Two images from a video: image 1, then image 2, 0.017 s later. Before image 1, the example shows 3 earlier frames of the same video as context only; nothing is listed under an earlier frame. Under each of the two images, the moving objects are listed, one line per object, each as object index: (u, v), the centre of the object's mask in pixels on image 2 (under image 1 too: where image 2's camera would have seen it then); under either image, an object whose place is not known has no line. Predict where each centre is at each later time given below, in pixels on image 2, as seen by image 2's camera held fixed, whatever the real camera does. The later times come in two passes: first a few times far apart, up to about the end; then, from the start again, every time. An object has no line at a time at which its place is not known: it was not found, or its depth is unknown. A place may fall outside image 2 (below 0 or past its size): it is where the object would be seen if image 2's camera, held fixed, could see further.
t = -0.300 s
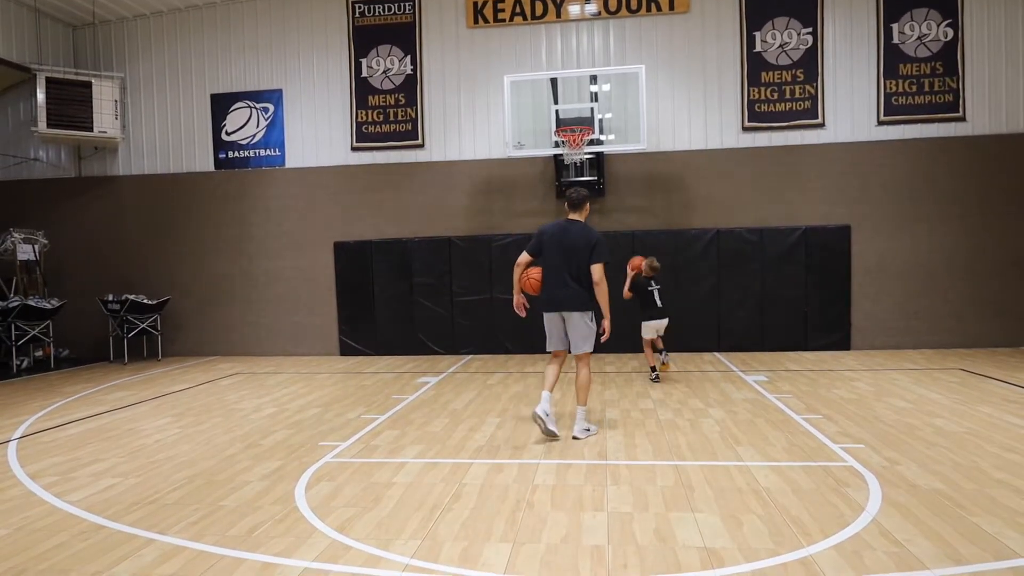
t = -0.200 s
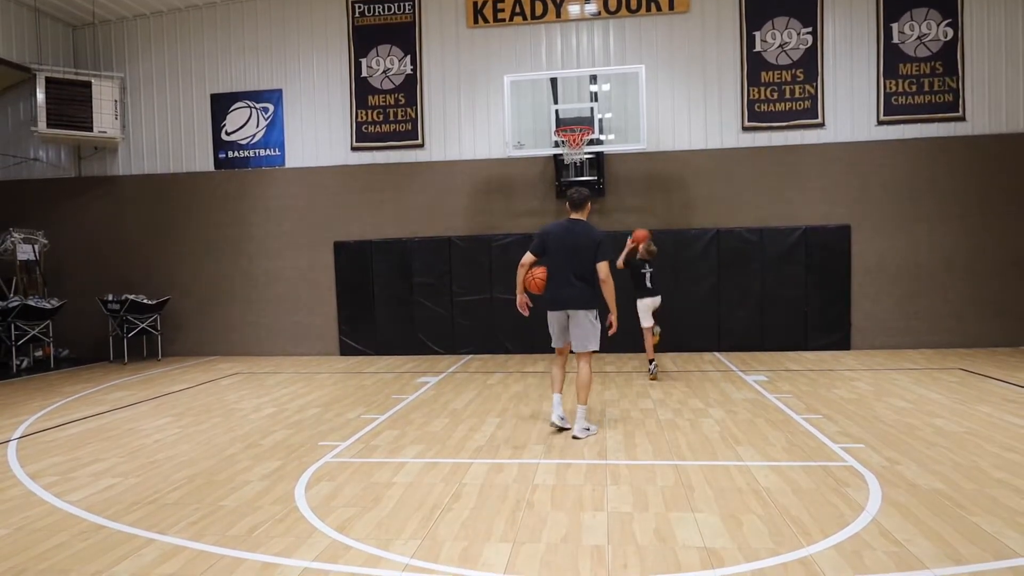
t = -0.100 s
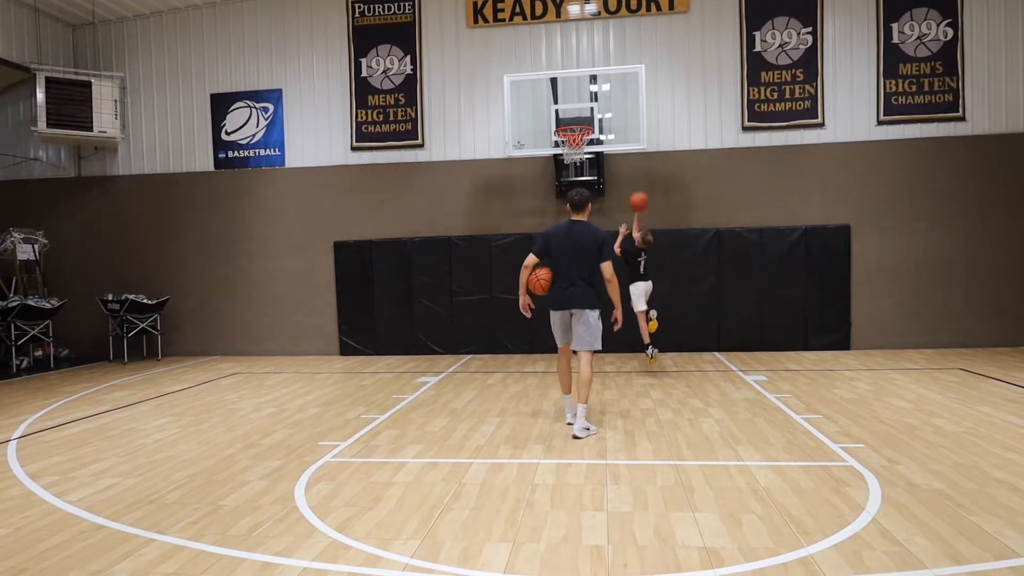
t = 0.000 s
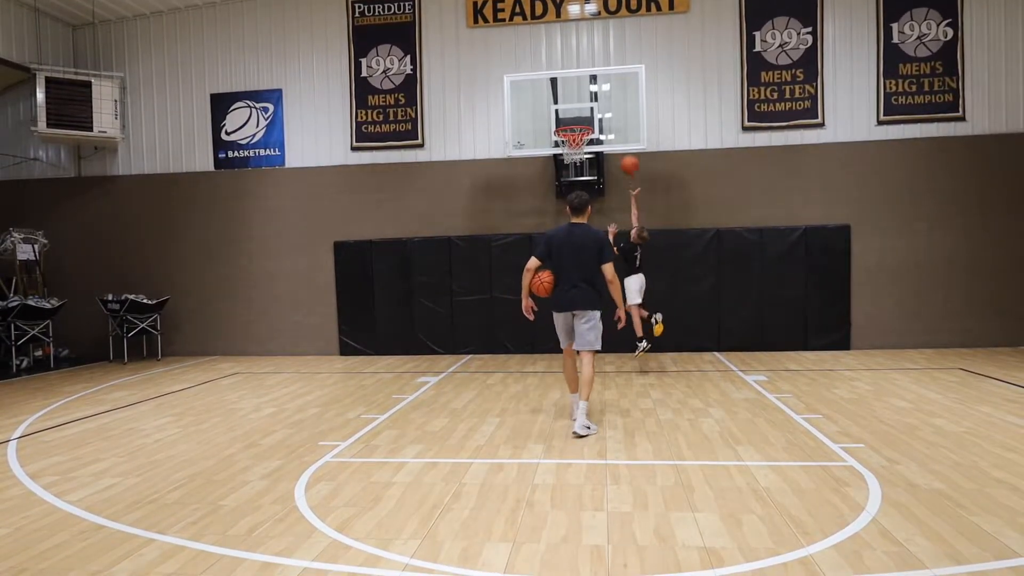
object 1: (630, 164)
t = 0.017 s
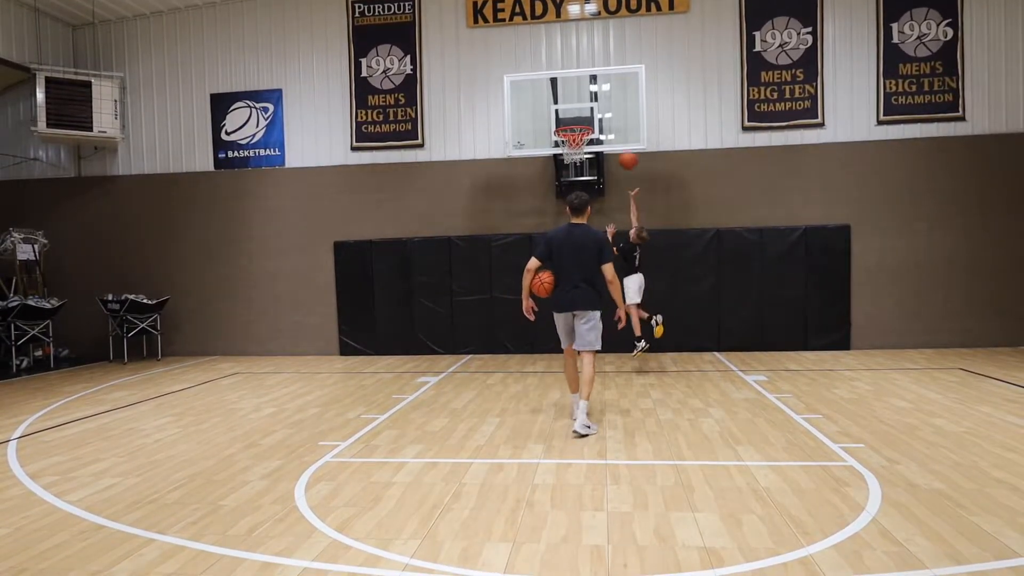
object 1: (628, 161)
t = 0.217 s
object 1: (611, 118)
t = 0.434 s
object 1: (596, 107)
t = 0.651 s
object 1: (587, 119)
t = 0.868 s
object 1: (567, 123)
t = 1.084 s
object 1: (576, 157)
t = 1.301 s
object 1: (580, 174)
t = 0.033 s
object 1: (627, 156)
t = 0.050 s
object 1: (625, 151)
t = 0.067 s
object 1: (624, 146)
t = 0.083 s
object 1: (622, 142)
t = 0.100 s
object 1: (621, 138)
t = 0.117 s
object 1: (620, 135)
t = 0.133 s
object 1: (618, 131)
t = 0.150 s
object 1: (617, 128)
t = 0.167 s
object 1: (615, 125)
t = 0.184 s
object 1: (614, 123)
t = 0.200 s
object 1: (612, 120)
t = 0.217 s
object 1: (611, 118)
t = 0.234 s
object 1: (610, 116)
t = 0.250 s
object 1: (609, 114)
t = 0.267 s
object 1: (607, 113)
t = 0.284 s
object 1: (606, 111)
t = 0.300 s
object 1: (605, 111)
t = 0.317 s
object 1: (603, 110)
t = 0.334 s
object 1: (602, 109)
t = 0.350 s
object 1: (601, 108)
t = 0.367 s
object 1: (599, 108)
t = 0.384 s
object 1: (599, 108)
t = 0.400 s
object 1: (598, 108)
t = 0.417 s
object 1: (597, 107)
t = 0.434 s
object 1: (596, 107)
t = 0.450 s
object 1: (595, 107)
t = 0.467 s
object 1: (595, 108)
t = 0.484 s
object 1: (594, 108)
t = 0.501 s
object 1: (593, 109)
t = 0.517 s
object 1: (592, 110)
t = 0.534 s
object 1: (592, 111)
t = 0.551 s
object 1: (591, 112)
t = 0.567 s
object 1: (590, 114)
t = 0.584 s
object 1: (590, 115)
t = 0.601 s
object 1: (589, 117)
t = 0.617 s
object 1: (589, 119)
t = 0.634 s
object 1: (588, 120)
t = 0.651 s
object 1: (587, 119)
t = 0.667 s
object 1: (585, 119)
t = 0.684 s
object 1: (584, 119)
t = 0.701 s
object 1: (582, 119)
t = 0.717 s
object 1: (581, 119)
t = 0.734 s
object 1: (580, 119)
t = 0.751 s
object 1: (578, 119)
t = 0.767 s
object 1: (574, 119)
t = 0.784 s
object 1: (573, 120)
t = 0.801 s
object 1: (572, 120)
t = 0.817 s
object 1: (570, 121)
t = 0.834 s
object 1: (569, 122)
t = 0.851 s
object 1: (567, 123)
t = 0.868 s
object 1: (567, 123)
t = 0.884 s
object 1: (567, 123)
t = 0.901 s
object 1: (568, 124)
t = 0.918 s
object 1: (568, 125)
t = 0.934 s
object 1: (569, 127)
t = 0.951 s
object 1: (570, 129)
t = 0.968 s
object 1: (569, 131)
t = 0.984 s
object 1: (569, 132)
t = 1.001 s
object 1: (570, 135)
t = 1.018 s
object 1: (571, 137)
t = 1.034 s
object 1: (570, 141)
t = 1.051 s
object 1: (571, 143)
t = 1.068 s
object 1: (576, 140)
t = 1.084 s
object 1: (576, 157)
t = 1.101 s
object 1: (574, 159)
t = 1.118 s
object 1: (574, 158)
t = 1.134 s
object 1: (574, 158)
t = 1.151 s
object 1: (575, 159)
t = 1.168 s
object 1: (576, 160)
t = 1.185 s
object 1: (576, 161)
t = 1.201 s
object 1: (577, 162)
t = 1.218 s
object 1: (577, 163)
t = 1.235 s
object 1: (578, 165)
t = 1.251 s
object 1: (578, 166)
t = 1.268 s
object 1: (578, 168)
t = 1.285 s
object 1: (579, 170)
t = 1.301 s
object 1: (580, 174)
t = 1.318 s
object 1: (580, 177)
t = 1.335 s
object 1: (581, 180)
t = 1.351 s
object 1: (581, 184)
